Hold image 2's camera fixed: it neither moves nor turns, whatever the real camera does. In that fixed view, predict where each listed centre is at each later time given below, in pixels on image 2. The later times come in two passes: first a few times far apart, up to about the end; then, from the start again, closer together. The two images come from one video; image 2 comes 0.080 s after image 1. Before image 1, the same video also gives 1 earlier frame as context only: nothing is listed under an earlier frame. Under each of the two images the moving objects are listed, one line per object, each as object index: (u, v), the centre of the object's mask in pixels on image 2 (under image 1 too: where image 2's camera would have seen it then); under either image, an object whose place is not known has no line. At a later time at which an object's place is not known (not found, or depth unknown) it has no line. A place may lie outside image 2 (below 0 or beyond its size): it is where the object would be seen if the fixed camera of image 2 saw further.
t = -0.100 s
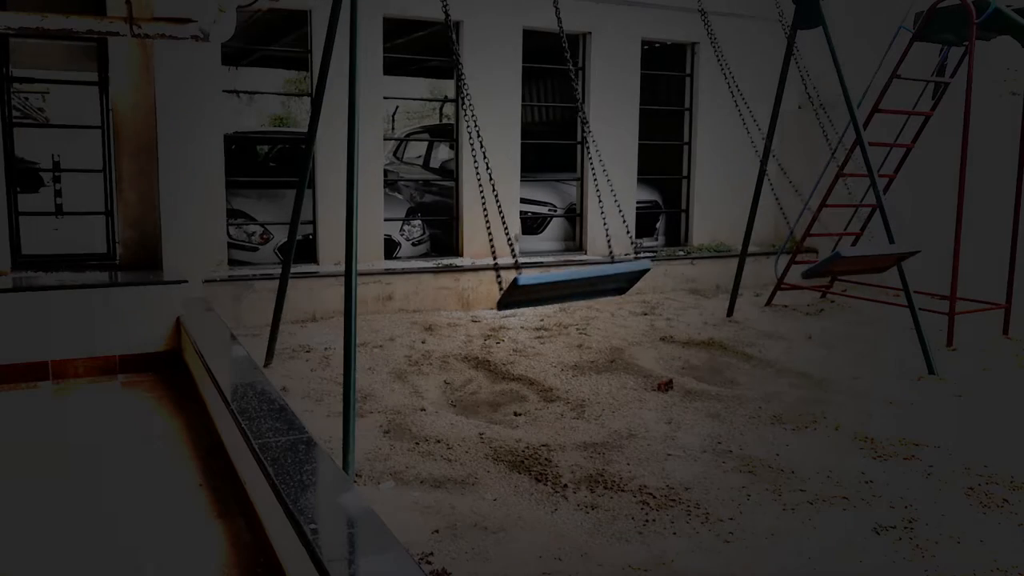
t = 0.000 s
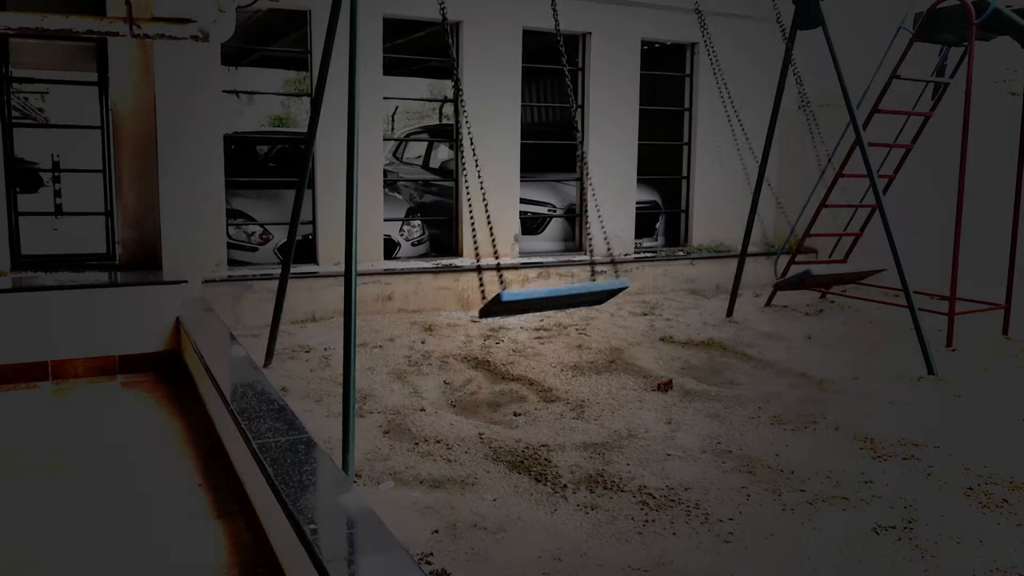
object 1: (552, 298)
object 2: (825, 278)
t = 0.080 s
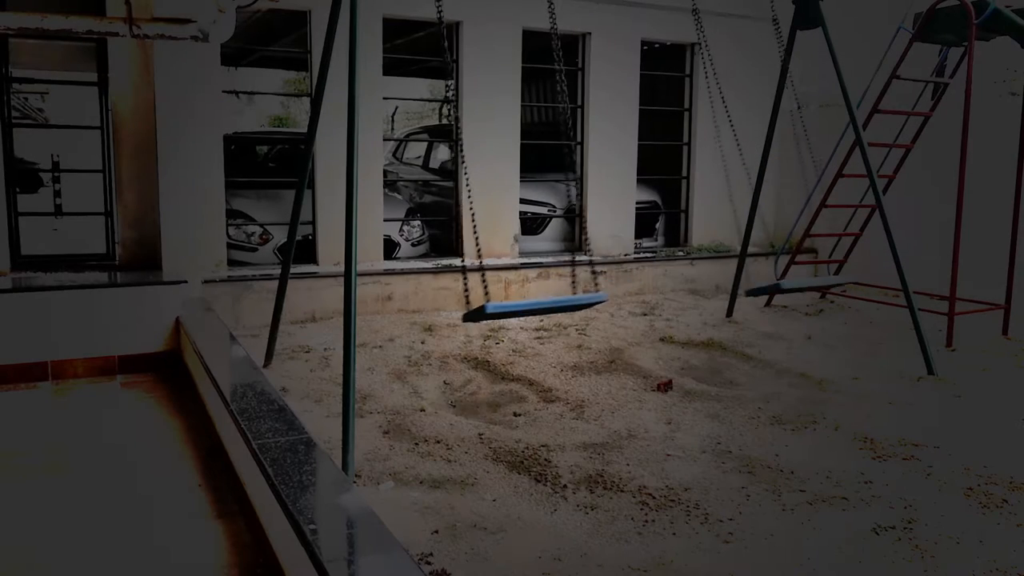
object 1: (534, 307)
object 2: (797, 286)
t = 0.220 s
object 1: (499, 313)
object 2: (743, 293)
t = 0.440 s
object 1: (452, 293)
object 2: (662, 274)
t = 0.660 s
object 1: (425, 256)
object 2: (611, 239)
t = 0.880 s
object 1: (417, 235)
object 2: (594, 219)
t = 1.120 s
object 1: (426, 247)
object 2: (609, 236)
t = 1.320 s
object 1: (450, 281)
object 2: (651, 268)
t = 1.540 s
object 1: (493, 310)
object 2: (728, 292)
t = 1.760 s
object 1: (541, 306)
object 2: (812, 282)
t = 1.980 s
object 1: (576, 281)
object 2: (870, 255)
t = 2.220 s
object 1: (574, 280)
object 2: (868, 256)
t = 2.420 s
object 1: (543, 303)
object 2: (815, 280)
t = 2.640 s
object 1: (496, 313)
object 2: (732, 294)
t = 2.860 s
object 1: (452, 288)
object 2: (654, 272)
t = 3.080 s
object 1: (428, 253)
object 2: (611, 238)
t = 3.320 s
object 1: (421, 237)
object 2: (599, 221)
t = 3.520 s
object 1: (429, 251)
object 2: (616, 237)
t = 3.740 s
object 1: (454, 287)
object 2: (662, 271)
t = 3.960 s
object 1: (495, 312)
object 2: (737, 292)
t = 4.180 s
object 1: (541, 304)
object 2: (814, 281)
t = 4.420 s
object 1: (574, 280)
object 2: (865, 256)
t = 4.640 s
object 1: (570, 284)
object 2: (855, 259)
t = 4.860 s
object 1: (535, 308)
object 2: (792, 285)
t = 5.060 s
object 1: (493, 311)
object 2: (720, 293)
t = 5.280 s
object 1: (452, 283)
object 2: (650, 270)
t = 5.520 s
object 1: (427, 247)
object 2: (614, 235)
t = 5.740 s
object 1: (422, 240)
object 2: (610, 223)
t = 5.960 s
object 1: (431, 259)
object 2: (631, 243)
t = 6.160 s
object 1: (455, 293)
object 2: (673, 274)
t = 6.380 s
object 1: (499, 313)
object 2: (745, 293)
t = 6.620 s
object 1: (550, 299)
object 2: (815, 281)
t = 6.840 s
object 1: (577, 279)
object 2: (855, 257)
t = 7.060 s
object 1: (571, 288)
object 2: (838, 265)
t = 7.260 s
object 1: (538, 308)
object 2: (788, 286)
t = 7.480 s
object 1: (488, 308)
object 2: (710, 292)
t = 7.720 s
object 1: (445, 276)
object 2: (648, 264)
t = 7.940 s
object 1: (423, 245)
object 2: (623, 234)
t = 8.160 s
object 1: (418, 241)
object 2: (621, 226)
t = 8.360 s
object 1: (427, 263)
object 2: (639, 244)
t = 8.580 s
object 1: (457, 297)
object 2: (683, 277)
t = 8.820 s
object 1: (510, 313)
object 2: (752, 293)
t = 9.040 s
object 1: (559, 296)
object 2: (811, 280)
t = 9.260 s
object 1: (585, 280)
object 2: (843, 258)
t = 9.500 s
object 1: (568, 295)
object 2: (820, 270)
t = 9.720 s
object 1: (525, 312)
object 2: (766, 291)
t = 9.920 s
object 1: (477, 303)
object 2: (702, 290)
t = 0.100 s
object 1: (529, 309)
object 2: (793, 287)
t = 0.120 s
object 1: (524, 310)
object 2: (788, 289)
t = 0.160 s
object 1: (515, 312)
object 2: (771, 291)
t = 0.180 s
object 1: (510, 313)
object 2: (763, 292)
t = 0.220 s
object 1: (499, 313)
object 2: (743, 293)
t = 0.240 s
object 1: (495, 313)
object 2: (735, 293)
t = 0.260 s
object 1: (489, 312)
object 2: (728, 292)
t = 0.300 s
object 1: (479, 310)
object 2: (711, 290)
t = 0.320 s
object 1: (475, 308)
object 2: (704, 289)
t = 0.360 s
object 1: (467, 304)
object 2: (689, 285)
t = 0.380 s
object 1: (463, 302)
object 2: (683, 283)
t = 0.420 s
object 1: (455, 296)
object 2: (668, 278)
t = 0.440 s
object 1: (452, 293)
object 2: (662, 274)
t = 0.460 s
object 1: (448, 290)
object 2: (655, 271)
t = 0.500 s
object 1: (441, 283)
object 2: (645, 264)
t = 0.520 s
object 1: (439, 279)
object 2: (639, 261)
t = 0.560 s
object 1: (434, 272)
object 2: (630, 255)
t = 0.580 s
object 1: (431, 269)
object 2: (626, 252)
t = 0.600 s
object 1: (429, 265)
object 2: (622, 249)
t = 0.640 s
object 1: (426, 259)
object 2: (615, 242)
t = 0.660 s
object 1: (425, 256)
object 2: (611, 239)
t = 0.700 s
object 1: (423, 250)
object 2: (606, 233)
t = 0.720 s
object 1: (421, 247)
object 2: (603, 230)
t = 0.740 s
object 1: (420, 245)
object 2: (602, 228)
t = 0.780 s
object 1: (419, 241)
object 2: (598, 224)
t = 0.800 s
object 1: (418, 240)
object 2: (596, 223)
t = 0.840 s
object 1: (417, 237)
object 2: (595, 221)
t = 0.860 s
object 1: (417, 236)
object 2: (594, 220)
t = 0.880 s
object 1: (417, 235)
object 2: (594, 219)
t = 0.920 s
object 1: (417, 234)
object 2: (593, 219)
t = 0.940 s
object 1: (418, 234)
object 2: (594, 220)
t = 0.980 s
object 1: (419, 236)
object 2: (595, 222)
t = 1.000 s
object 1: (419, 237)
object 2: (596, 223)
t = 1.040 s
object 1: (421, 240)
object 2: (599, 226)
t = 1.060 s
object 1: (422, 241)
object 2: (602, 228)
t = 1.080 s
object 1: (423, 243)
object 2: (603, 231)
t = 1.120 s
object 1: (426, 247)
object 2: (609, 236)
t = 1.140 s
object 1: (428, 251)
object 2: (611, 239)
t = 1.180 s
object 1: (432, 257)
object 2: (619, 245)
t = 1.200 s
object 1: (435, 260)
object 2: (622, 248)
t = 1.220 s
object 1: (436, 263)
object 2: (626, 252)
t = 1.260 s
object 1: (442, 270)
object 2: (635, 258)
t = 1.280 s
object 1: (444, 274)
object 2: (640, 262)
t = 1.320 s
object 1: (450, 281)
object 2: (651, 268)
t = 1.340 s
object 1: (454, 284)
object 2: (656, 272)
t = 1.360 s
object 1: (457, 288)
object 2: (663, 275)
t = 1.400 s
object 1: (464, 294)
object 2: (676, 280)
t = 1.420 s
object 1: (468, 297)
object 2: (683, 283)
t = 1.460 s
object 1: (476, 302)
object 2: (697, 287)
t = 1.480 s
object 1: (480, 305)
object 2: (706, 289)
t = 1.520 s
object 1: (489, 309)
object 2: (721, 291)
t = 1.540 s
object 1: (493, 310)
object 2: (728, 292)
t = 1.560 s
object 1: (498, 311)
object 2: (736, 293)
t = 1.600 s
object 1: (507, 312)
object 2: (748, 293)
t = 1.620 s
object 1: (512, 313)
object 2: (762, 292)
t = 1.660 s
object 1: (521, 312)
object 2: (781, 290)
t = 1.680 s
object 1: (525, 311)
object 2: (786, 289)
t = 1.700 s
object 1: (529, 310)
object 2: (790, 288)
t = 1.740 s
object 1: (537, 308)
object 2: (807, 284)
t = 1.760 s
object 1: (541, 306)
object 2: (812, 282)
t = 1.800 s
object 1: (549, 302)
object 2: (824, 279)
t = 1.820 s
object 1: (553, 300)
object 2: (831, 276)
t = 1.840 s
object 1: (557, 298)
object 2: (839, 272)
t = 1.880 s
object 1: (563, 293)
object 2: (850, 267)
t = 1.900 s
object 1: (567, 290)
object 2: (855, 265)
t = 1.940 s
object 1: (572, 285)
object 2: (863, 259)
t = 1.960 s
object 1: (575, 283)
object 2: (866, 258)
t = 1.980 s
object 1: (576, 281)
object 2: (870, 255)
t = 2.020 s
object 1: (578, 278)
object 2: (873, 254)
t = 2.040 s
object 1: (579, 277)
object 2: (875, 252)
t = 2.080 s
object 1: (580, 276)
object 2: (877, 251)
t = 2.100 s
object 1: (580, 276)
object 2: (877, 251)
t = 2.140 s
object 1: (579, 276)
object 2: (876, 252)
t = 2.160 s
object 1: (578, 277)
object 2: (874, 253)
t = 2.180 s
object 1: (577, 277)
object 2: (872, 254)
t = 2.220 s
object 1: (574, 280)
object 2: (868, 256)
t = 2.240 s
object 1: (572, 281)
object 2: (864, 258)
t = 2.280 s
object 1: (567, 286)
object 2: (857, 261)
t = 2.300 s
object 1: (563, 288)
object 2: (852, 265)
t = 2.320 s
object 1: (561, 291)
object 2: (848, 267)
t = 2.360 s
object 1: (555, 295)
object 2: (837, 272)
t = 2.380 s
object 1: (551, 298)
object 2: (827, 276)
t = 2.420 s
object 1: (543, 303)
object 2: (815, 280)
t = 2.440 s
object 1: (538, 305)
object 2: (808, 283)
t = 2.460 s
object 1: (534, 307)
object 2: (800, 285)
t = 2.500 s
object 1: (526, 310)
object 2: (788, 288)
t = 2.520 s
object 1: (522, 311)
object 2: (782, 289)
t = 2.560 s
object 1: (512, 313)
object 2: (769, 292)
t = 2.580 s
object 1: (510, 313)
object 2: (758, 293)
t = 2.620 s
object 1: (499, 313)
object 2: (739, 294)
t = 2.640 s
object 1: (496, 313)
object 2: (732, 294)
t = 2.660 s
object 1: (490, 312)
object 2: (725, 293)
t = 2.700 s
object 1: (481, 309)
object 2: (710, 291)
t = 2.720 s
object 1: (477, 307)
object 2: (701, 290)
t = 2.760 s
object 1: (469, 303)
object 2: (687, 286)
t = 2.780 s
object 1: (466, 300)
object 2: (680, 284)
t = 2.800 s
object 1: (462, 297)
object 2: (672, 282)
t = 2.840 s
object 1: (456, 292)
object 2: (660, 276)
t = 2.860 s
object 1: (452, 288)
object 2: (654, 272)
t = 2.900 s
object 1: (446, 281)
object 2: (644, 266)
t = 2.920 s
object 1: (445, 278)
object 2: (638, 263)
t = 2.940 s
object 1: (441, 274)
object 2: (633, 259)
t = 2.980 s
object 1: (437, 268)
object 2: (626, 253)
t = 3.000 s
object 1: (435, 264)
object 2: (622, 250)
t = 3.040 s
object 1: (431, 258)
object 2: (617, 243)
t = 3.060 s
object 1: (430, 256)
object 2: (614, 241)
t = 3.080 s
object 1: (428, 253)
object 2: (611, 238)
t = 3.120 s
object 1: (426, 247)
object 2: (607, 233)
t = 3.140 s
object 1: (425, 245)
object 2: (604, 230)
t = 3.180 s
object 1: (424, 241)
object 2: (602, 227)
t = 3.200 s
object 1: (423, 240)
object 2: (601, 225)
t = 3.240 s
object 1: (422, 239)
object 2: (599, 223)
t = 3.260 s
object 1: (422, 238)
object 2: (599, 222)
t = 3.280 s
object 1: (421, 237)
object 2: (599, 222)
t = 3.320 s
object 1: (421, 237)
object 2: (599, 221)
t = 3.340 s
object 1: (422, 238)
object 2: (600, 222)
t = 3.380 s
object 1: (422, 239)
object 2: (601, 223)
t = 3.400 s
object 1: (423, 239)
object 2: (603, 224)
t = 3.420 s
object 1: (424, 240)
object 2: (605, 225)
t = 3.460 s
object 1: (425, 243)
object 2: (608, 229)
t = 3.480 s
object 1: (425, 245)
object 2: (611, 231)
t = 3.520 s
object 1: (429, 251)
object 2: (616, 237)
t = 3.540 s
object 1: (430, 253)
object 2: (619, 239)
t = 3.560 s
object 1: (432, 257)
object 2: (622, 242)
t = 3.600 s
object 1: (436, 263)
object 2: (628, 248)
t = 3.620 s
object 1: (437, 266)
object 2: (633, 252)
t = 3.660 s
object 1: (442, 273)
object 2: (642, 258)
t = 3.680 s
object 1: (446, 276)
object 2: (646, 262)
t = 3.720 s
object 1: (450, 283)
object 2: (656, 268)
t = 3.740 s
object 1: (454, 287)
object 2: (662, 271)
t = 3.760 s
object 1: (458, 290)
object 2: (669, 274)
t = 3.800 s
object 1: (464, 296)
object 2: (681, 279)
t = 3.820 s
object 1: (468, 299)
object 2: (687, 282)
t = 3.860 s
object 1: (475, 304)
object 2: (700, 286)
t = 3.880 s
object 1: (479, 306)
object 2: (709, 288)
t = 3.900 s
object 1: (483, 308)
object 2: (715, 289)
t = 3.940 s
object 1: (491, 311)
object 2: (731, 292)
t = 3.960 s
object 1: (495, 312)
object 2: (737, 292)
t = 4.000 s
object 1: (504, 313)
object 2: (749, 293)
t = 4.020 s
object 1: (509, 313)
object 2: (758, 292)
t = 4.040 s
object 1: (512, 313)
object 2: (770, 291)
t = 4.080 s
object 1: (521, 311)
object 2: (782, 289)
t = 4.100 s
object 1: (525, 310)
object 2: (790, 288)
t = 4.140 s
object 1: (533, 308)
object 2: (802, 285)
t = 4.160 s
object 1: (537, 306)
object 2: (808, 284)
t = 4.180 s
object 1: (541, 304)
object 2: (814, 281)
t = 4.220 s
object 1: (549, 300)
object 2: (824, 278)
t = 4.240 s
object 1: (553, 298)
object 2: (834, 275)
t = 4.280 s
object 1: (559, 293)
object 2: (843, 269)
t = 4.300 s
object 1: (562, 290)
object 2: (848, 267)
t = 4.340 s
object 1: (568, 286)
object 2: (856, 262)
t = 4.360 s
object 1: (570, 284)
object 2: (859, 260)
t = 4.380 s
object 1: (572, 282)
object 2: (860, 259)
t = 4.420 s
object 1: (574, 280)
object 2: (865, 256)
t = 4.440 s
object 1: (575, 278)
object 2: (866, 255)
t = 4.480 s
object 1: (576, 278)
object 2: (868, 253)
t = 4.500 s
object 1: (576, 278)
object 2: (867, 254)
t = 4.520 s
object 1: (576, 278)
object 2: (867, 253)
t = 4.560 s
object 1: (575, 279)
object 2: (866, 254)
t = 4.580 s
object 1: (574, 280)
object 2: (863, 256)
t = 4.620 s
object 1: (572, 282)
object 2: (857, 259)
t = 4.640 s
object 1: (570, 284)
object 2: (855, 259)
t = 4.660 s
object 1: (568, 286)
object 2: (851, 261)
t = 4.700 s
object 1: (563, 290)
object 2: (843, 266)
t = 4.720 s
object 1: (560, 293)
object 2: (838, 268)
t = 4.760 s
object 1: (554, 297)
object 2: (823, 274)
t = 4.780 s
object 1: (550, 300)
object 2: (818, 277)
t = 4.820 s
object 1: (543, 304)
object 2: (806, 281)
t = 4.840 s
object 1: (539, 306)
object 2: (800, 283)
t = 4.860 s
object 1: (535, 308)
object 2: (792, 285)
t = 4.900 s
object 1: (526, 310)
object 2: (781, 289)
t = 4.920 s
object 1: (523, 311)
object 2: (775, 290)
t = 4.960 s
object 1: (515, 313)
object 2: (761, 293)
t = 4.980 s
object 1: (510, 313)
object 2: (750, 294)
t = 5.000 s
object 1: (506, 313)
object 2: (743, 294)
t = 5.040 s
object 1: (496, 312)
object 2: (726, 294)
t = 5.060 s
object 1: (493, 311)
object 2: (720, 293)
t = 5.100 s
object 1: (484, 308)
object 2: (704, 291)
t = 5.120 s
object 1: (481, 306)
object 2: (699, 290)
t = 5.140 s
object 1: (476, 304)
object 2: (691, 289)
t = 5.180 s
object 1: (468, 299)
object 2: (680, 285)
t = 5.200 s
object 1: (465, 296)
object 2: (674, 282)
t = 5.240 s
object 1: (459, 290)
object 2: (661, 277)
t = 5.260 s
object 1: (454, 287)
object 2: (656, 273)
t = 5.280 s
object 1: (452, 283)
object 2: (650, 270)
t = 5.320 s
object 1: (446, 277)
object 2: (642, 264)
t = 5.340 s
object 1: (443, 273)
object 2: (638, 261)
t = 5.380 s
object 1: (439, 267)
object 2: (631, 254)
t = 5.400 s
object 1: (437, 264)
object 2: (628, 251)
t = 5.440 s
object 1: (434, 258)
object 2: (622, 246)
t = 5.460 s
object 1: (432, 256)
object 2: (620, 243)
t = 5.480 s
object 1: (430, 253)
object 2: (618, 240)
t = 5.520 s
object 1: (427, 247)
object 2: (614, 235)
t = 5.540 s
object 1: (426, 245)
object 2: (613, 232)
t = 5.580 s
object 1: (424, 242)
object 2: (610, 228)
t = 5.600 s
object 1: (423, 241)
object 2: (610, 227)
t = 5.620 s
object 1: (423, 240)
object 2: (609, 225)
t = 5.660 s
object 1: (422, 239)
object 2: (608, 223)
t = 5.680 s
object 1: (421, 239)
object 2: (609, 223)
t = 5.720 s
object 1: (421, 239)
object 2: (609, 223)
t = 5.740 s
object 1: (422, 240)
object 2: (610, 223)
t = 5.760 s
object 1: (422, 240)
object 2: (610, 224)
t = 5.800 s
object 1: (422, 241)
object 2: (613, 226)
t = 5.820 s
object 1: (422, 242)
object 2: (614, 227)
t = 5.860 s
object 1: (424, 246)
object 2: (618, 231)
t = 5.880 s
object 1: (424, 248)
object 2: (621, 233)
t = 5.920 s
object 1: (427, 254)
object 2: (626, 238)
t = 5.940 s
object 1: (428, 256)
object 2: (628, 240)
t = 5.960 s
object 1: (431, 259)
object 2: (631, 243)
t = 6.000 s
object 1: (435, 266)
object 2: (638, 249)
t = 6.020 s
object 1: (437, 269)
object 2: (642, 252)
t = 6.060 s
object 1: (441, 276)
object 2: (650, 258)
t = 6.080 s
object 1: (443, 279)
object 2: (654, 262)
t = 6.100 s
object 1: (446, 283)
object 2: (659, 264)
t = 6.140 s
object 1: (452, 289)
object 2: (669, 271)
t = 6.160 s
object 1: (455, 293)
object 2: (673, 274)
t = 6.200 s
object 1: (462, 298)
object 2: (685, 278)
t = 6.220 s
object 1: (465, 301)
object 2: (692, 281)
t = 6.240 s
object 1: (469, 303)
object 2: (697, 283)
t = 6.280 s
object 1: (478, 307)
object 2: (712, 288)
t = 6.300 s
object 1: (480, 309)
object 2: (717, 289)
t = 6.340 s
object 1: (489, 312)
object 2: (731, 291)
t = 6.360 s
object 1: (494, 312)
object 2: (738, 292)
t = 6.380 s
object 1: (499, 313)
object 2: (745, 293)
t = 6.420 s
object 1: (507, 313)
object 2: (762, 292)
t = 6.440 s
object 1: (511, 313)
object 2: (765, 292)
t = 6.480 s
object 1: (521, 311)
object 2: (781, 290)
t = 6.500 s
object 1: (525, 310)
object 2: (787, 289)
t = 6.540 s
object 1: (533, 307)
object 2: (794, 286)
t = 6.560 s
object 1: (538, 306)
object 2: (802, 284)
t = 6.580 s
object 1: (541, 304)
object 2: (808, 282)
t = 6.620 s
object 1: (550, 299)
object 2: (815, 281)
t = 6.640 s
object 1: (553, 297)
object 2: (821, 277)
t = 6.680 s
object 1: (560, 292)
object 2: (836, 270)
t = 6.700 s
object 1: (563, 290)
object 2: (838, 268)
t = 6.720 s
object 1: (565, 288)
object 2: (842, 266)
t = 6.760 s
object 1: (572, 285)
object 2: (847, 264)
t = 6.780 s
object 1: (574, 282)
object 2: (850, 261)
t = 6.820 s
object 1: (577, 280)
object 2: (854, 258)
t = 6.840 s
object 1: (577, 279)
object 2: (855, 257)
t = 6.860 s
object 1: (578, 279)
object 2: (855, 257)
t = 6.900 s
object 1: (579, 279)
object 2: (855, 256)
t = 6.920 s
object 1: (579, 279)
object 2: (855, 255)
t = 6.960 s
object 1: (578, 280)
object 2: (852, 257)
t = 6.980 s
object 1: (578, 281)
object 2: (851, 257)
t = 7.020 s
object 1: (575, 285)
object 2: (845, 260)
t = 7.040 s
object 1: (573, 287)
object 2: (841, 262)
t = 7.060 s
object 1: (571, 288)
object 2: (838, 265)
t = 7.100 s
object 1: (565, 293)
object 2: (832, 268)
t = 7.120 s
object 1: (563, 295)
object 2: (824, 271)
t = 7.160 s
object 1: (556, 299)
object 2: (815, 276)
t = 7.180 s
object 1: (552, 302)
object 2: (809, 278)
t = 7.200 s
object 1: (548, 304)
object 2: (804, 279)
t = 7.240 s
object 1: (541, 307)
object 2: (791, 284)
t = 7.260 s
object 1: (538, 308)
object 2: (788, 286)
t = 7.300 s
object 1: (528, 311)
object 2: (775, 289)
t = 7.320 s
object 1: (525, 312)
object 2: (769, 291)
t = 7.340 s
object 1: (521, 312)
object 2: (760, 292)
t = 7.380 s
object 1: (511, 313)
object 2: (744, 294)
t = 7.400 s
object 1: (508, 312)
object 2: (738, 294)
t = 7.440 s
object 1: (498, 311)
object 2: (725, 294)
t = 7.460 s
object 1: (493, 310)
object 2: (719, 294)
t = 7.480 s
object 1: (488, 308)
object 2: (710, 292)
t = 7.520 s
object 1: (480, 304)
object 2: (700, 290)
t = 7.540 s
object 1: (476, 302)
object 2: (693, 288)
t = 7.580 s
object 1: (468, 297)
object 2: (682, 284)
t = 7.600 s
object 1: (465, 295)
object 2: (677, 282)
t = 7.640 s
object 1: (457, 289)
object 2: (665, 277)
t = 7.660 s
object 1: (454, 285)
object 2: (661, 273)
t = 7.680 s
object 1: (450, 282)
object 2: (656, 270)
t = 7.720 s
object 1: (445, 276)
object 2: (648, 264)
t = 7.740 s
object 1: (441, 272)
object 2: (645, 261)
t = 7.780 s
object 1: (437, 266)
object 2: (639, 255)
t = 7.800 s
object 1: (434, 263)
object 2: (636, 252)
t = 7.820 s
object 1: (432, 260)
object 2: (633, 249)
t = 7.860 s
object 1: (429, 255)
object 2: (630, 244)
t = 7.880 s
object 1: (427, 252)
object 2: (627, 241)
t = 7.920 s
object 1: (424, 247)
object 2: (624, 236)
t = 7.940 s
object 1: (423, 245)
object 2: (623, 234)
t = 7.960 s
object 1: (422, 244)
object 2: (622, 232)
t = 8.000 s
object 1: (419, 241)
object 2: (620, 228)
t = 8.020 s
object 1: (419, 241)
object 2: (619, 227)
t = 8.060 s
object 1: (419, 240)
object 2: (619, 226)
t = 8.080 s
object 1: (419, 240)
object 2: (619, 225)
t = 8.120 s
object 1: (418, 240)
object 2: (620, 225)
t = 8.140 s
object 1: (418, 241)
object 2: (620, 225)
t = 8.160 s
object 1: (418, 241)
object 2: (621, 226)
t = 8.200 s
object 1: (418, 243)
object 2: (623, 227)
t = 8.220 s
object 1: (418, 244)
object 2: (624, 229)
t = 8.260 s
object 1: (419, 249)
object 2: (628, 232)
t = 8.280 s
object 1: (422, 252)
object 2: (630, 234)
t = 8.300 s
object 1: (422, 254)
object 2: (631, 236)
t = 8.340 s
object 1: (426, 260)
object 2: (637, 241)
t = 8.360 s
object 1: (427, 263)
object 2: (639, 244)
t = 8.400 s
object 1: (431, 269)
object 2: (646, 250)
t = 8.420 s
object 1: (434, 272)
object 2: (649, 253)
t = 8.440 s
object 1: (436, 276)
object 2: (652, 256)
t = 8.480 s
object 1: (440, 282)
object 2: (660, 262)
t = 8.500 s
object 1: (444, 285)
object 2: (664, 265)
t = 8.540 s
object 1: (450, 292)
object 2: (673, 271)
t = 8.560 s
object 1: (453, 295)
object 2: (678, 274)
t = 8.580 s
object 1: (457, 297)
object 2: (683, 277)
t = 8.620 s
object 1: (465, 303)
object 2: (693, 281)
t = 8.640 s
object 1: (469, 305)
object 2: (699, 284)
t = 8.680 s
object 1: (478, 309)
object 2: (710, 288)
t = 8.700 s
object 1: (482, 310)
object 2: (716, 290)
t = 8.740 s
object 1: (490, 312)
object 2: (729, 292)
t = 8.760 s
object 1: (495, 313)
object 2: (735, 293)
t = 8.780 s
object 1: (501, 313)
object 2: (740, 293)
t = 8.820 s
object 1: (510, 313)
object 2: (752, 293)
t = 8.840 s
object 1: (514, 312)
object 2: (760, 293)
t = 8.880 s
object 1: (525, 310)
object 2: (775, 291)
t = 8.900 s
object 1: (529, 309)
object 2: (778, 290)
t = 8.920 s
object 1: (534, 308)
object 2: (783, 289)
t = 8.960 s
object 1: (543, 304)
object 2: (793, 286)
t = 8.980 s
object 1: (547, 302)
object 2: (797, 284)
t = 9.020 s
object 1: (555, 298)
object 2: (806, 281)
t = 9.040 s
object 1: (559, 296)
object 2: (811, 280)
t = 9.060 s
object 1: (563, 294)
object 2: (816, 276)
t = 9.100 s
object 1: (570, 290)
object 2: (826, 271)
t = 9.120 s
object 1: (572, 288)
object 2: (831, 268)
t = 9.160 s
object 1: (578, 284)
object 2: (834, 265)
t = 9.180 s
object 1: (580, 283)
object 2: (836, 264)
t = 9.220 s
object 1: (583, 281)
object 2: (841, 260)
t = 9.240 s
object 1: (584, 280)
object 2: (842, 259)
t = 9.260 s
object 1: (585, 280)
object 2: (843, 258)
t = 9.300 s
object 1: (585, 280)
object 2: (842, 258)
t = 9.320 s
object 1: (585, 281)
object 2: (842, 258)
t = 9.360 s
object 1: (584, 282)
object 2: (841, 258)
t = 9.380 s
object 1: (582, 284)
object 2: (839, 259)
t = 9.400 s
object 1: (580, 286)
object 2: (837, 260)
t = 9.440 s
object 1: (576, 289)
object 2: (832, 264)
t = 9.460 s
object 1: (574, 291)
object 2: (828, 266)
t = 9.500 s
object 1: (568, 295)
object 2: (820, 270)
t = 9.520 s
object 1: (565, 297)
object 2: (814, 273)
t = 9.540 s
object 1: (562, 299)
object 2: (810, 275)
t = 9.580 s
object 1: (554, 303)
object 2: (802, 279)
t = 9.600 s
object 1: (551, 305)
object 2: (795, 282)
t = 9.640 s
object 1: (543, 308)
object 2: (785, 285)
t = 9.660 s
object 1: (538, 309)
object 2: (782, 287)
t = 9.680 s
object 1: (533, 310)
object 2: (776, 289)
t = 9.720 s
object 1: (525, 312)
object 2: (766, 291)
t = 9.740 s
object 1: (519, 312)
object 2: (759, 293)
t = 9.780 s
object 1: (509, 312)
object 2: (744, 294)
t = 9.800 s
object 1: (504, 312)
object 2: (737, 294)
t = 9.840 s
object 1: (495, 310)
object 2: (726, 294)
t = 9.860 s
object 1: (491, 309)
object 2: (720, 293)
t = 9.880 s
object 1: (487, 307)
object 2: (714, 292)
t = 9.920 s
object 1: (477, 303)
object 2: (702, 290)
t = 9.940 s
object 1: (473, 301)
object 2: (697, 288)
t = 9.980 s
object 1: (464, 295)
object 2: (687, 284)
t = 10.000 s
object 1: (461, 293)
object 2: (682, 282)
